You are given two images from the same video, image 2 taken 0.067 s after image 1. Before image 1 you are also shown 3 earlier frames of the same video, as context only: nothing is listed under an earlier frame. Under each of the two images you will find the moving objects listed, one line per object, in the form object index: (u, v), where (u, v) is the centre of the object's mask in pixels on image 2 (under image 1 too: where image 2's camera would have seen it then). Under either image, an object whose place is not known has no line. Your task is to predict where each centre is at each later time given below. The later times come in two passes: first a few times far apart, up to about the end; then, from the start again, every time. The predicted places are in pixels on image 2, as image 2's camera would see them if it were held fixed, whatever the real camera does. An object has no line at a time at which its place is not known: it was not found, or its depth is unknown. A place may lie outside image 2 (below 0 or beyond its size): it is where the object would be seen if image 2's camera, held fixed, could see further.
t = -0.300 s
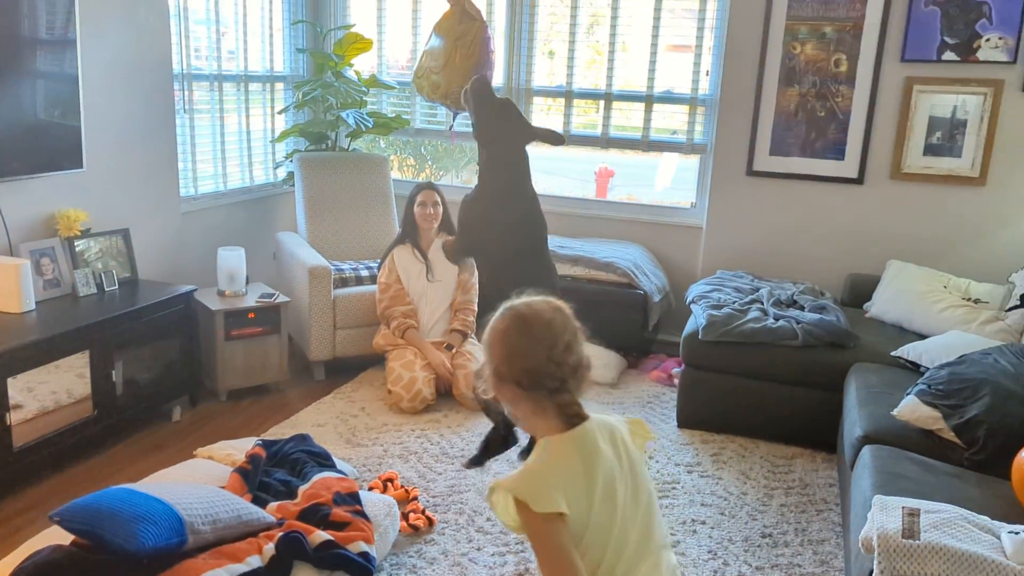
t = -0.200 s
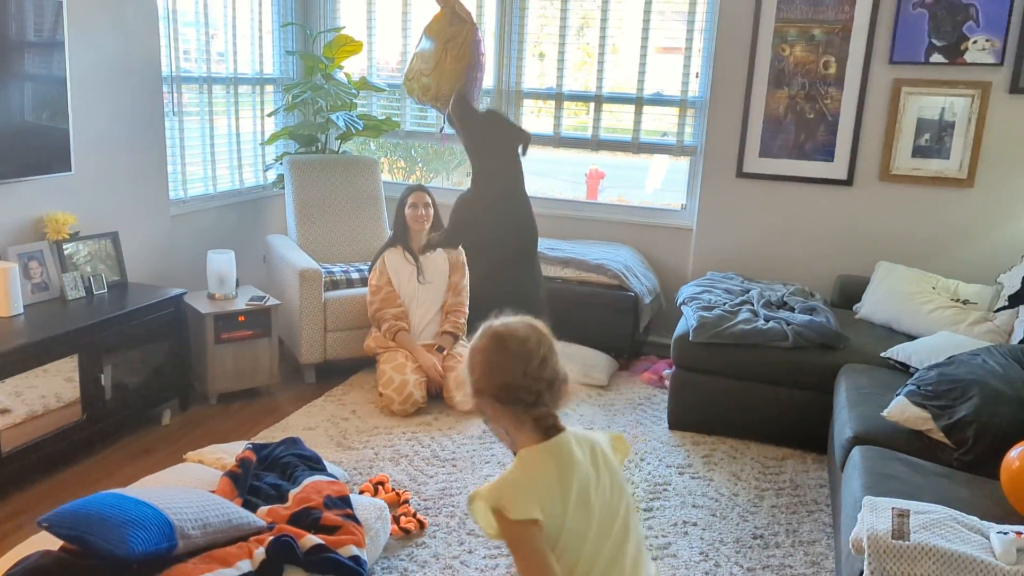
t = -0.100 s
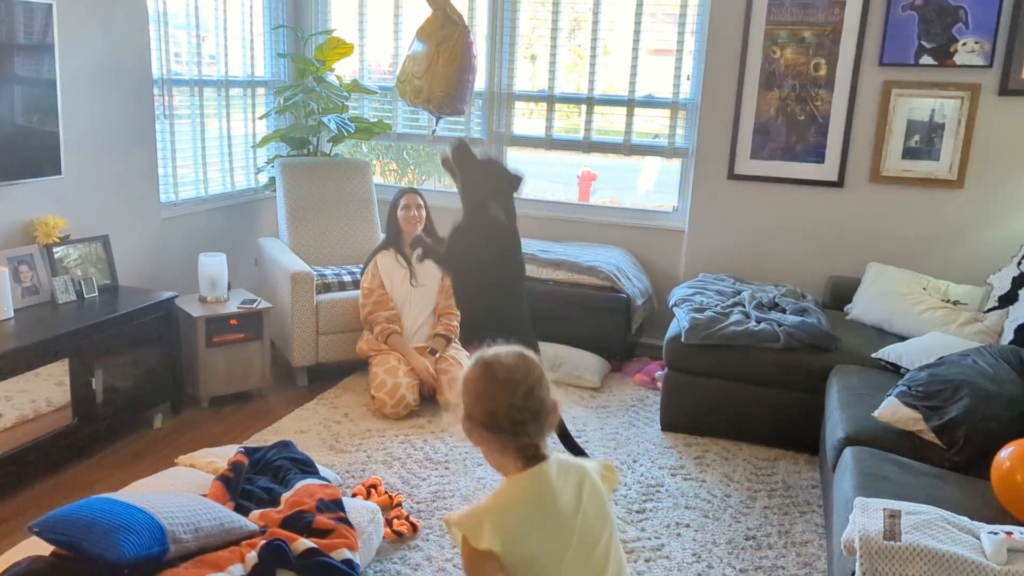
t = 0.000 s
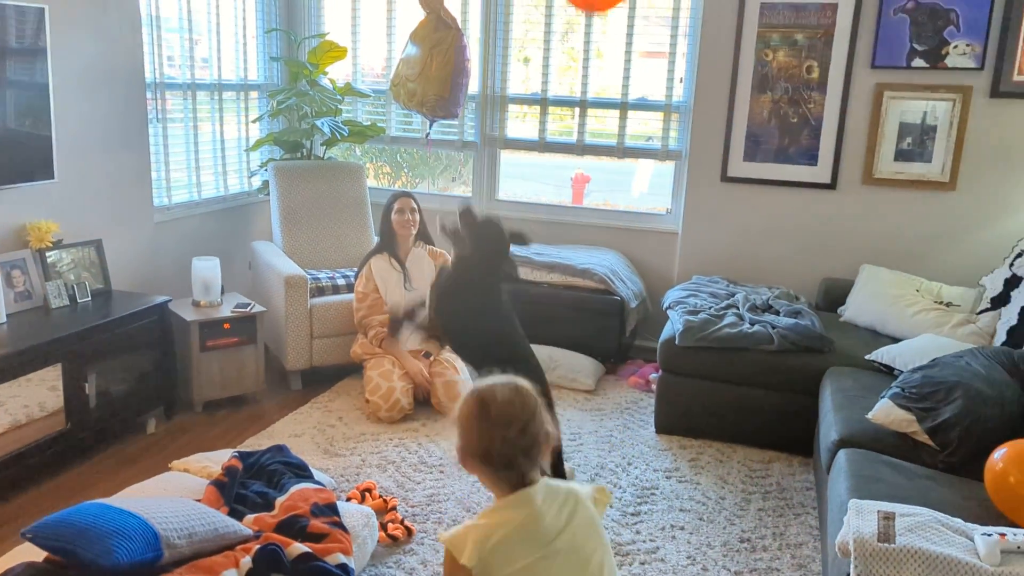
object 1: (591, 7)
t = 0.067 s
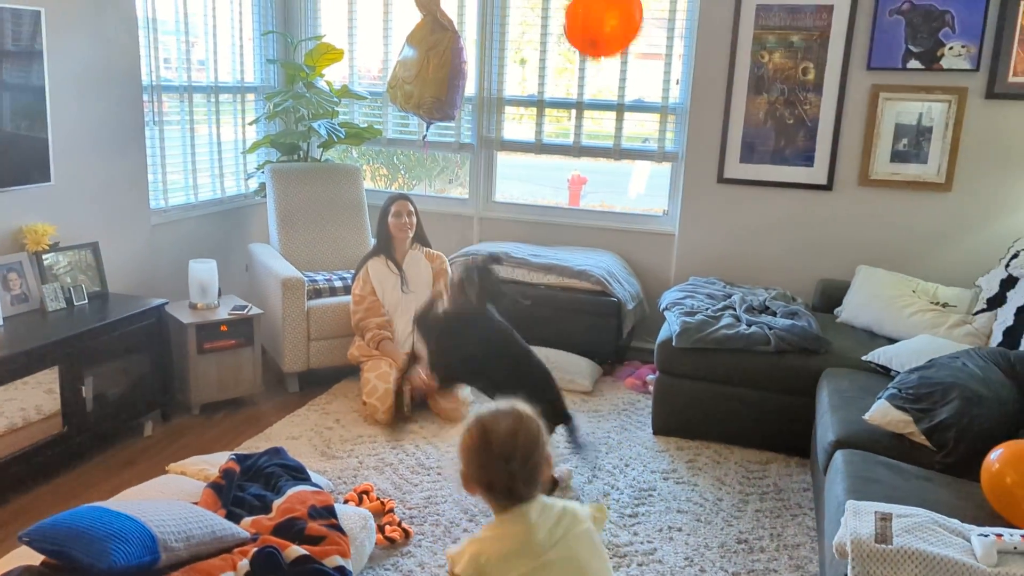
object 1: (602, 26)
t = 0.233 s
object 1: (614, 113)
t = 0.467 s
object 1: (612, 231)
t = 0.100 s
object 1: (606, 39)
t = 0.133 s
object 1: (608, 58)
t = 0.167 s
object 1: (610, 76)
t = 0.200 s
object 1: (612, 95)
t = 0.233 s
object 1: (614, 113)
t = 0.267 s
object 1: (615, 130)
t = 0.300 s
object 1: (616, 148)
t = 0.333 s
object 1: (616, 165)
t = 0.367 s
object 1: (616, 183)
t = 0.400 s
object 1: (616, 199)
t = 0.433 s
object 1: (614, 216)
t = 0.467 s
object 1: (612, 231)
